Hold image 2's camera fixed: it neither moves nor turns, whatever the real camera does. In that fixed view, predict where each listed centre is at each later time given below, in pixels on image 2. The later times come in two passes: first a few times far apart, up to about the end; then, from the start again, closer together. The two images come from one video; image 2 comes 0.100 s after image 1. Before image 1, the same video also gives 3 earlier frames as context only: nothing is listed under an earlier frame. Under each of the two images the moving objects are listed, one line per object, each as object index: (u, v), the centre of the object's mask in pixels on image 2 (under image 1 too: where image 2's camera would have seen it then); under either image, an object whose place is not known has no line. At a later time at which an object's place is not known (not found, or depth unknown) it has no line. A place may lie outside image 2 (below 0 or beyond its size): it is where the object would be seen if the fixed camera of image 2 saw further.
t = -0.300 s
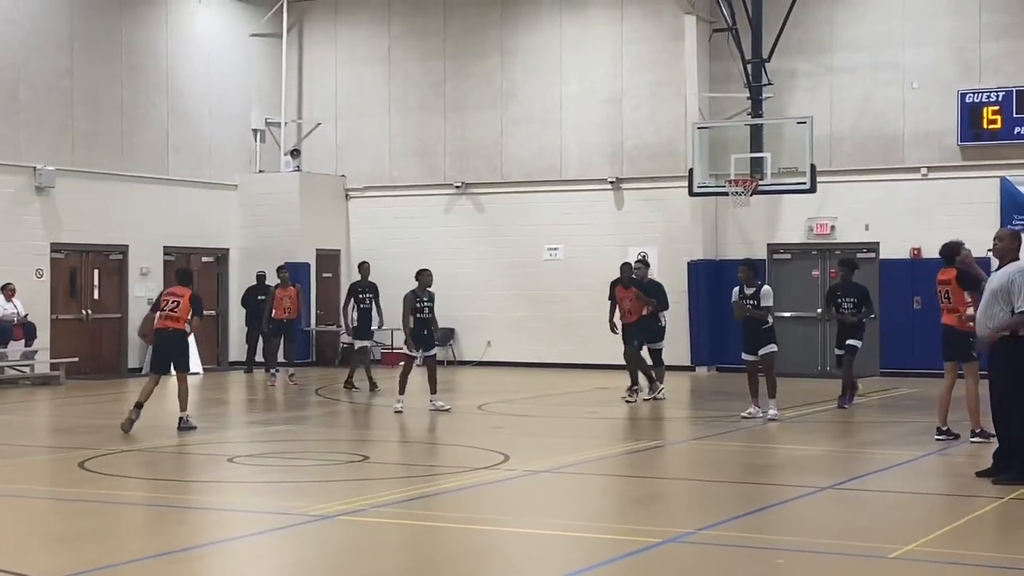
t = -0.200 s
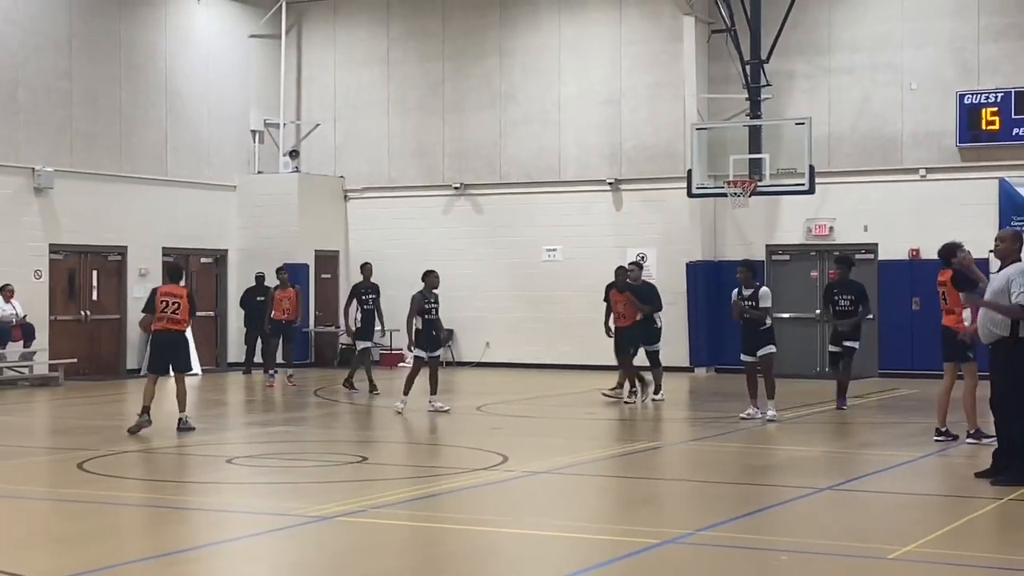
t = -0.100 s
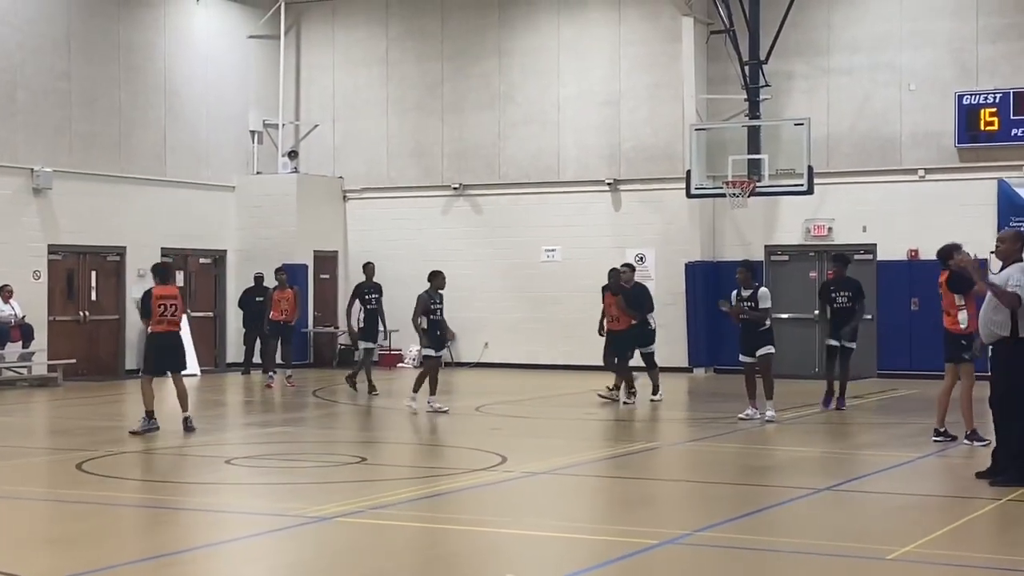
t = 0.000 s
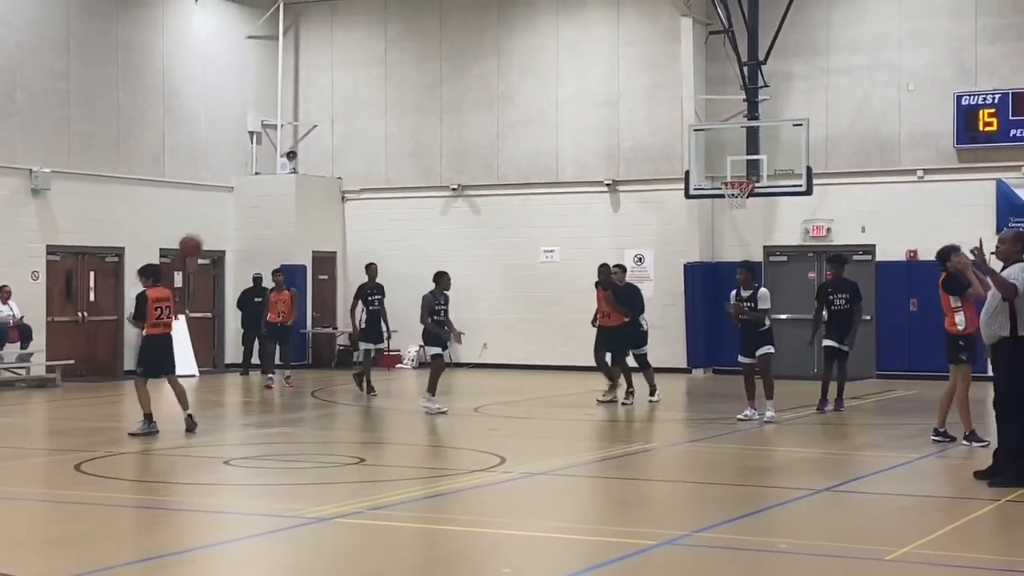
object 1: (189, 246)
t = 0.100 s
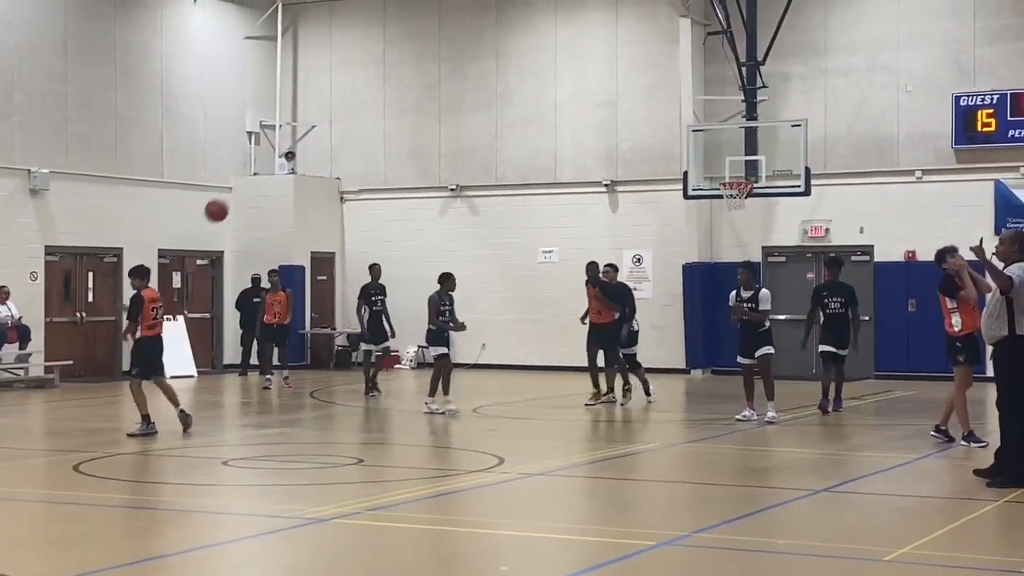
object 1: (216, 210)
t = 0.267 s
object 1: (263, 170)
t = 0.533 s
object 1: (341, 159)
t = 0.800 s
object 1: (424, 220)
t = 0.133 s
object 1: (225, 200)
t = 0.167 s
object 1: (234, 191)
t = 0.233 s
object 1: (253, 176)
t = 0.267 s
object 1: (263, 170)
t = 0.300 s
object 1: (272, 165)
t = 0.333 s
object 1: (282, 161)
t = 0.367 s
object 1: (292, 158)
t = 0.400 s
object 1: (303, 156)
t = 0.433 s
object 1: (311, 155)
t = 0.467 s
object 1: (321, 155)
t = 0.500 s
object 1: (331, 156)
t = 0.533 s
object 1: (341, 159)
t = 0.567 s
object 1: (351, 162)
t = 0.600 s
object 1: (362, 167)
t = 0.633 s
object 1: (372, 173)
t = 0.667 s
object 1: (382, 179)
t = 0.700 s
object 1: (392, 188)
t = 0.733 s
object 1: (403, 198)
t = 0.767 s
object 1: (414, 209)
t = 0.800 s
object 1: (424, 220)
